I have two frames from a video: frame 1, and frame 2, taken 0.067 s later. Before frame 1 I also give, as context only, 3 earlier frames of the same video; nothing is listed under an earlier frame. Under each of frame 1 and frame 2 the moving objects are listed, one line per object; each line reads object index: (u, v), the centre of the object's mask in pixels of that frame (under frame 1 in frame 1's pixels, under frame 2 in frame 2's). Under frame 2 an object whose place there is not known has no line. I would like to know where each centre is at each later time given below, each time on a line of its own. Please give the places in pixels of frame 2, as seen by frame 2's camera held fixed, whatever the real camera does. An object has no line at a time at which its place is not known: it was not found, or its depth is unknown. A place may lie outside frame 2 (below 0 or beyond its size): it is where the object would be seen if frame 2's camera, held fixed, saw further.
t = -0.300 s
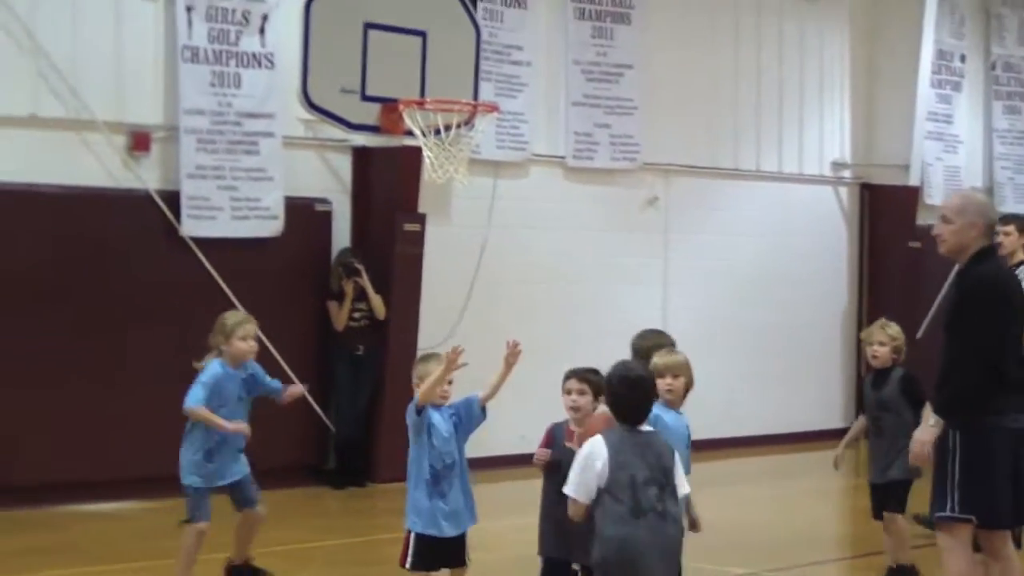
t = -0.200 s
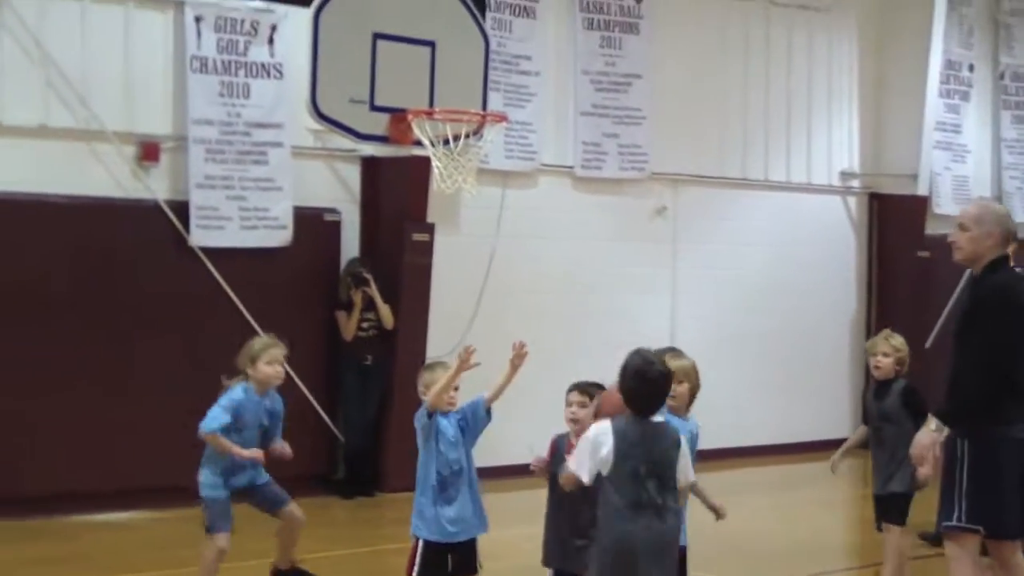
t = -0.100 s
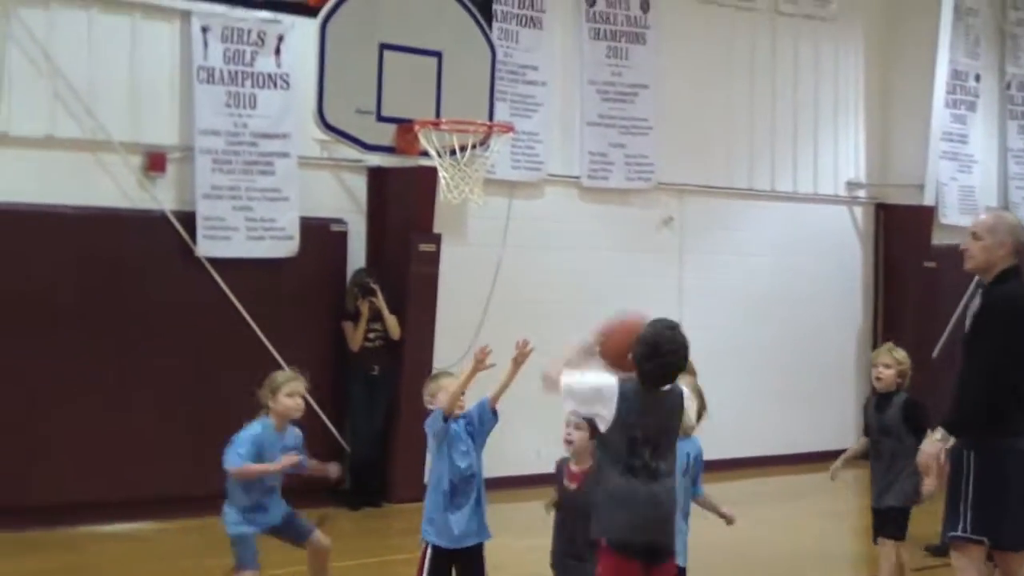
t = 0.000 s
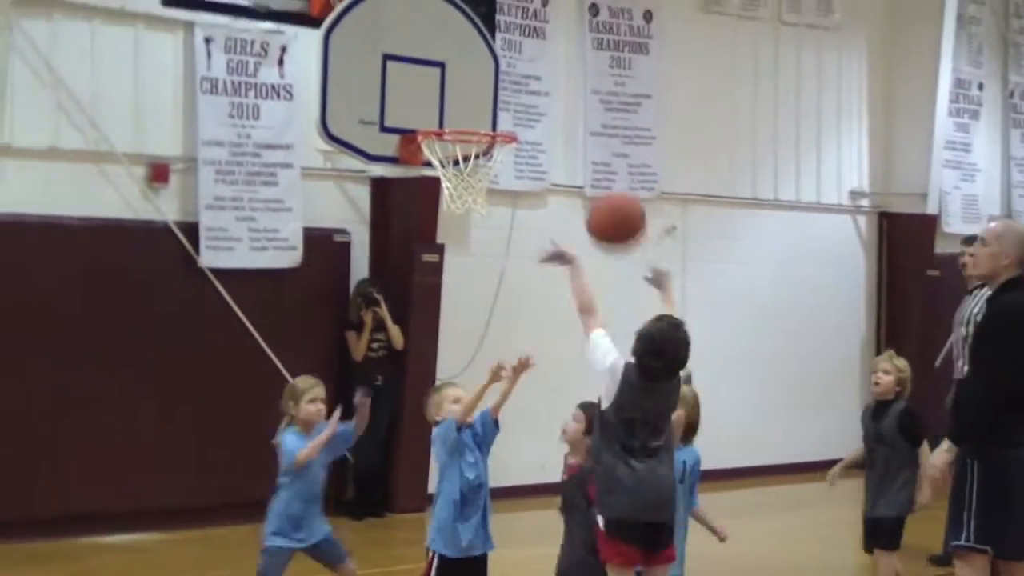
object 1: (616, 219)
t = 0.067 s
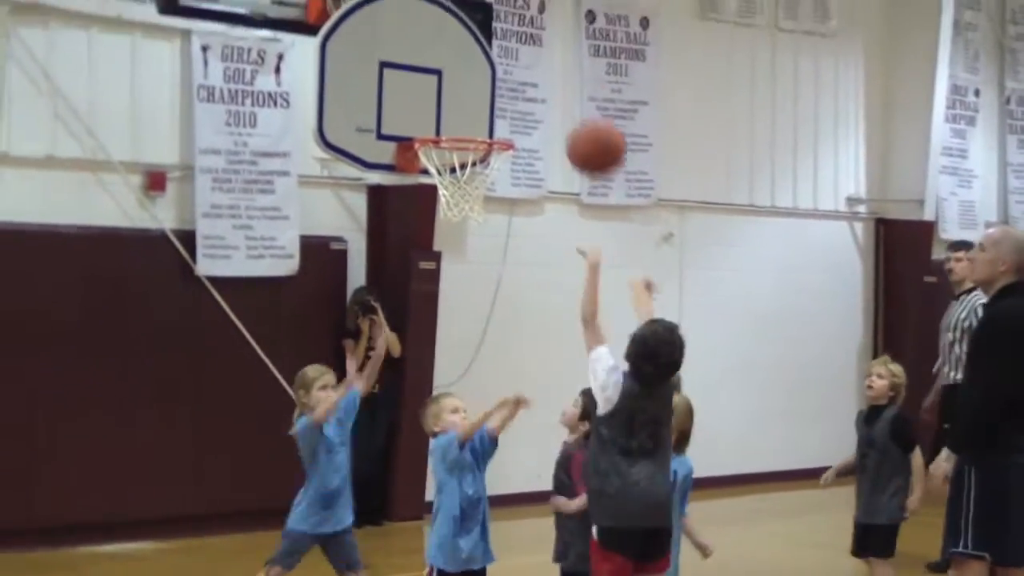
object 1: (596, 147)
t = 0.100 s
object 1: (589, 111)
